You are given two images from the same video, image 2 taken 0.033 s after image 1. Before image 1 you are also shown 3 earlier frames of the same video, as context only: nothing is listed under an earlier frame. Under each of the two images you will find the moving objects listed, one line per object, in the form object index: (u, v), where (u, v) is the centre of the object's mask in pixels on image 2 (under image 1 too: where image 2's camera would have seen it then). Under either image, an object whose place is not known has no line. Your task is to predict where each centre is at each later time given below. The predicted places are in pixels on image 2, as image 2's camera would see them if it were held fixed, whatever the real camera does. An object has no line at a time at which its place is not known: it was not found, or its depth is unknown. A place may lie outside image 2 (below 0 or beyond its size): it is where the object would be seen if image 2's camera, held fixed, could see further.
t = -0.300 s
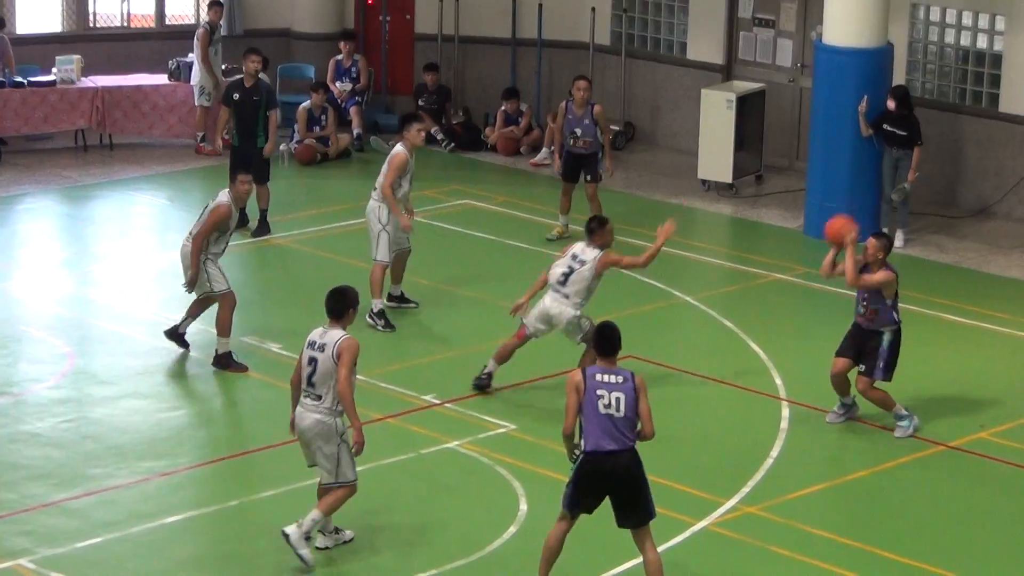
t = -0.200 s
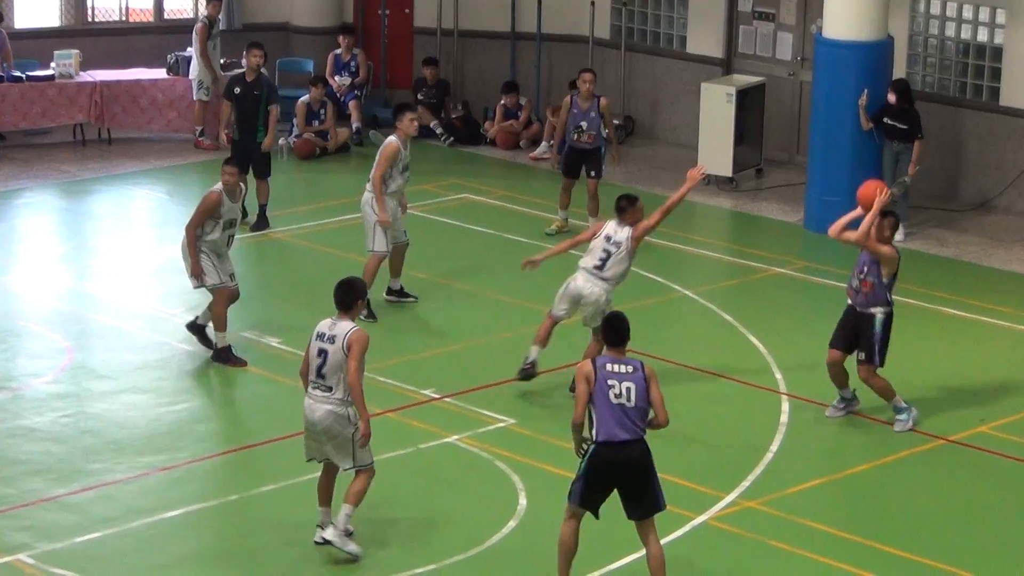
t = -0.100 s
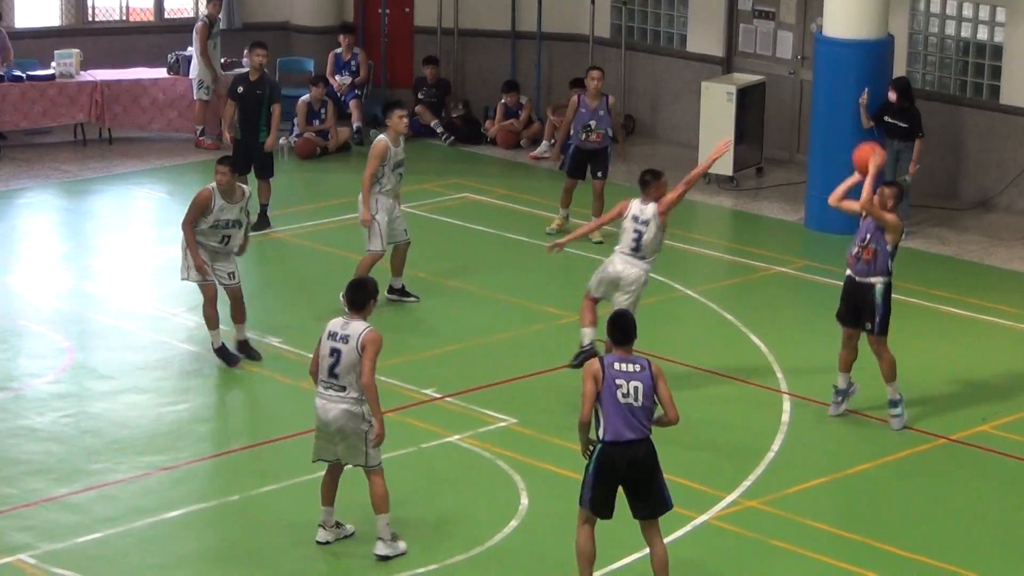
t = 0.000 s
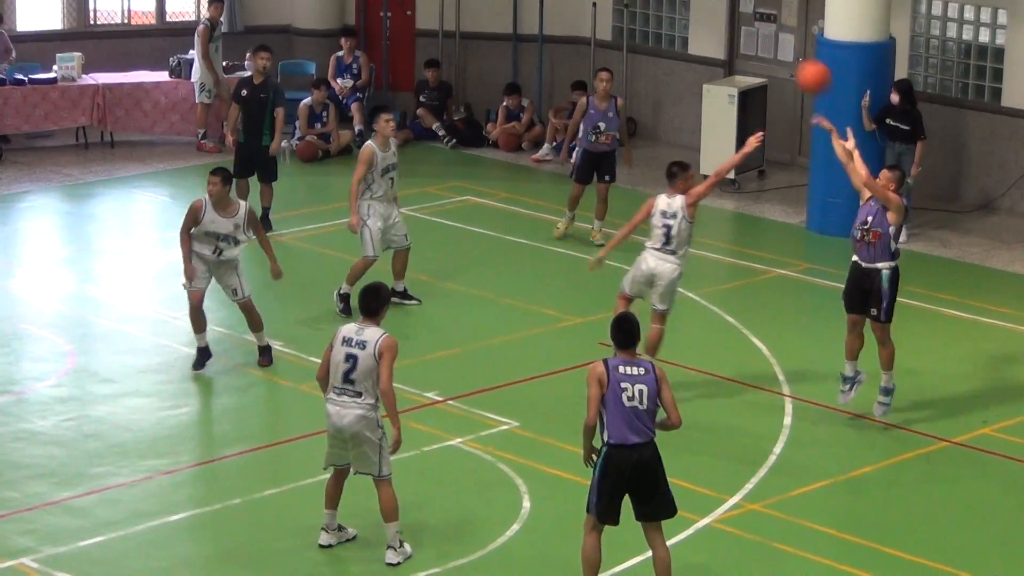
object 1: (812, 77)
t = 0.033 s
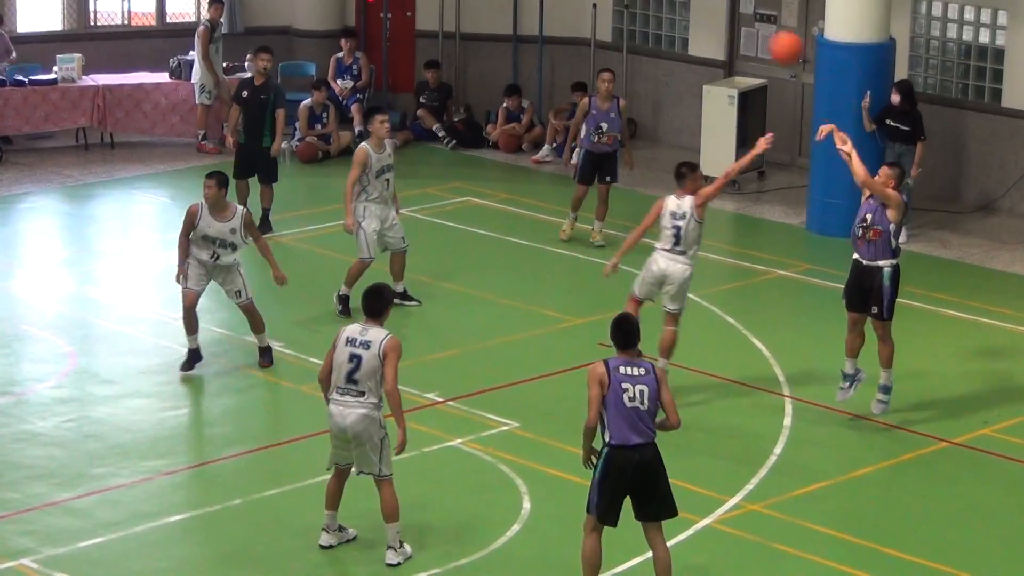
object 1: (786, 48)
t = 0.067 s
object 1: (759, 19)
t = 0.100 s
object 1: (731, 2)
